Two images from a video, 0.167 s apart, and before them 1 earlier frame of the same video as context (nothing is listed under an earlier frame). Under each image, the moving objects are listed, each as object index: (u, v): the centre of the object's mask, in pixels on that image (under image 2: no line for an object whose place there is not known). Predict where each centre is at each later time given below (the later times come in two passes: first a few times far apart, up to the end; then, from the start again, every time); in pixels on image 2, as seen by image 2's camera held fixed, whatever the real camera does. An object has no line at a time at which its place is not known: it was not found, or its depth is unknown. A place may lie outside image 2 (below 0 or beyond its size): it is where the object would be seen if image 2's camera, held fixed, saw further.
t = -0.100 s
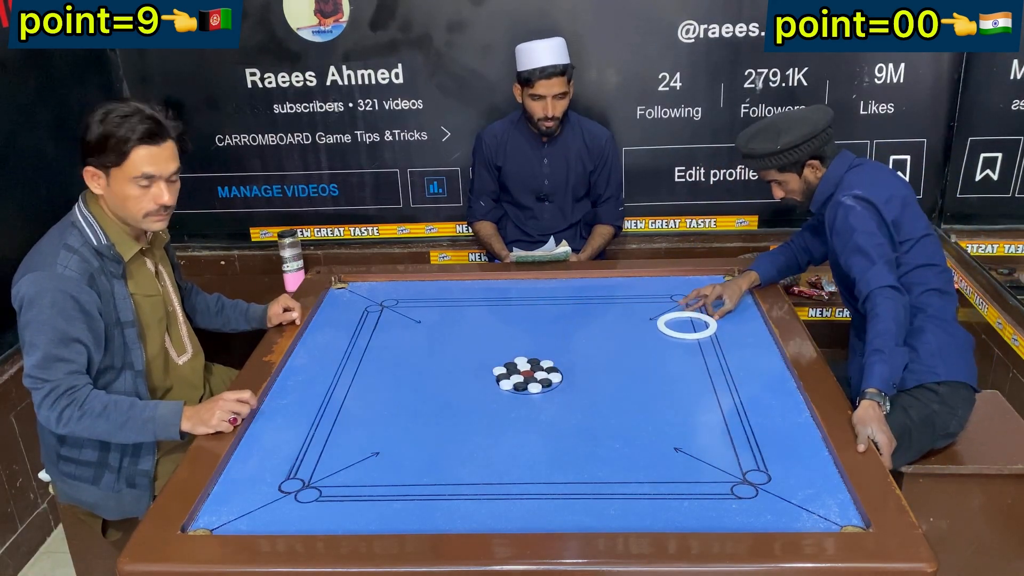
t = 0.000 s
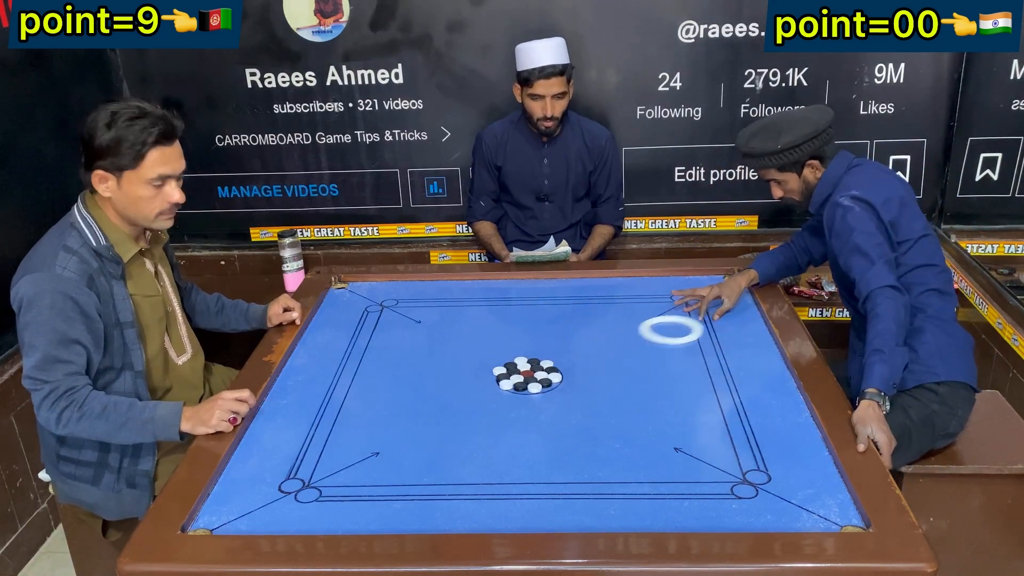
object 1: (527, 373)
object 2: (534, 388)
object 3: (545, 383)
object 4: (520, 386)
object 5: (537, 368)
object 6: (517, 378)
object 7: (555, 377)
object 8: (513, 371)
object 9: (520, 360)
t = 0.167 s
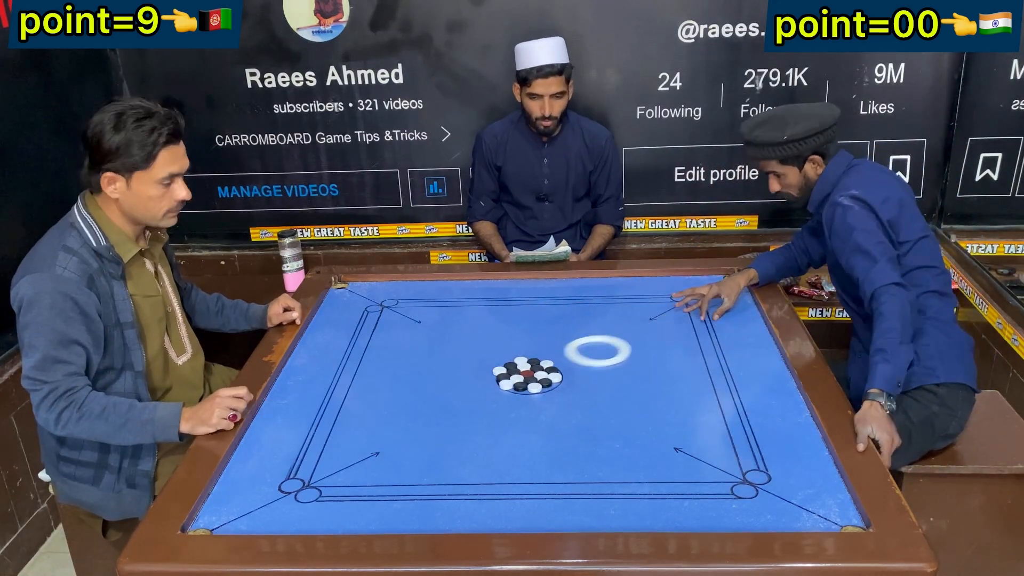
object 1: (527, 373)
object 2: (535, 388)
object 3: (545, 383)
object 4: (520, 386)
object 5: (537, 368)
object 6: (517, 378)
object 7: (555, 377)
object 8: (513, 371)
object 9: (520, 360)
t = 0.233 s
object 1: (522, 377)
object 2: (536, 390)
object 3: (546, 384)
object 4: (519, 389)
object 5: (531, 370)
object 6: (510, 382)
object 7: (556, 378)
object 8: (509, 372)
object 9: (513, 359)
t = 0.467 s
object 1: (484, 401)
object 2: (552, 416)
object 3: (562, 399)
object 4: (512, 415)
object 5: (478, 388)
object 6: (454, 419)
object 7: (564, 379)
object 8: (472, 372)
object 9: (455, 352)
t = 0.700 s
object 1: (446, 425)
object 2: (569, 441)
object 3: (576, 412)
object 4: (503, 441)
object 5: (428, 403)
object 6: (394, 457)
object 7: (570, 380)
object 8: (438, 372)
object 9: (401, 344)
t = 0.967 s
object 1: (402, 452)
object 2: (589, 469)
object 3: (591, 426)
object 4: (492, 469)
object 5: (372, 421)
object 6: (319, 501)
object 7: (574, 381)
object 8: (403, 370)
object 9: (346, 337)
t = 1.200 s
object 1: (363, 475)
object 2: (603, 490)
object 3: (601, 435)
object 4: (481, 493)
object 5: (327, 435)
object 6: (256, 532)
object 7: (575, 381)
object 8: (377, 369)
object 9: (314, 331)
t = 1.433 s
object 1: (326, 497)
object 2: (616, 508)
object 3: (608, 441)
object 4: (472, 513)
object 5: (284, 447)
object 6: (235, 513)
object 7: (575, 381)
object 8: (356, 368)
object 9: (348, 326)
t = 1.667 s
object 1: (291, 516)
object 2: (625, 519)
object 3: (608, 442)
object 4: (463, 527)
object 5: (246, 459)
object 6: (220, 493)
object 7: (575, 381)
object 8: (339, 366)
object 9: (374, 321)
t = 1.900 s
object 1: (263, 529)
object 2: (631, 525)
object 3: (608, 442)
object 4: (458, 530)
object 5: (243, 465)
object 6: (236, 477)
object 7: (575, 381)
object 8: (326, 366)
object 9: (403, 319)
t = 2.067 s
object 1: (248, 533)
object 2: (633, 526)
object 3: (608, 442)
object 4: (457, 529)
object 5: (255, 460)
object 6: (243, 476)
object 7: (575, 381)
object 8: (320, 365)
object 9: (420, 317)
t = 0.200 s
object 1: (527, 373)
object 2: (534, 388)
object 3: (545, 383)
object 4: (520, 386)
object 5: (537, 368)
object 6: (516, 378)
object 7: (555, 377)
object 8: (513, 371)
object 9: (520, 360)
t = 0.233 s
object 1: (522, 377)
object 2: (536, 390)
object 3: (546, 384)
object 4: (519, 389)
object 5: (531, 370)
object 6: (510, 382)
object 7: (556, 378)
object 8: (509, 372)
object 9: (513, 359)
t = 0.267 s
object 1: (517, 380)
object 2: (538, 394)
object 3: (549, 386)
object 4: (518, 393)
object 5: (523, 373)
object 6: (503, 388)
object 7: (557, 378)
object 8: (503, 372)
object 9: (505, 358)
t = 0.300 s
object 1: (511, 384)
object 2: (541, 397)
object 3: (551, 388)
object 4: (517, 397)
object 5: (516, 376)
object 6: (495, 393)
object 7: (558, 378)
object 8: (498, 372)
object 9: (496, 357)
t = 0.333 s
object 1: (506, 387)
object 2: (543, 401)
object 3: (553, 391)
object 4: (516, 400)
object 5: (508, 378)
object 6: (486, 399)
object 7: (560, 378)
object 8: (493, 372)
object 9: (488, 356)
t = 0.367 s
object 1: (500, 390)
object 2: (545, 405)
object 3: (555, 393)
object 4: (515, 404)
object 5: (500, 380)
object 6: (479, 403)
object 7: (561, 379)
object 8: (487, 372)
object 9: (479, 355)
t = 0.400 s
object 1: (495, 394)
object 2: (548, 409)
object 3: (557, 395)
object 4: (514, 407)
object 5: (492, 383)
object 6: (470, 409)
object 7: (562, 379)
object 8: (482, 372)
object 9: (471, 354)
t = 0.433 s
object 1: (490, 398)
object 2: (550, 412)
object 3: (559, 397)
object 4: (513, 411)
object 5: (485, 385)
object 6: (462, 414)
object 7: (563, 379)
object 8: (477, 372)
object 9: (463, 353)
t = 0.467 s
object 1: (484, 401)
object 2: (552, 416)
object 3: (562, 399)
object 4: (512, 415)
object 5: (478, 388)
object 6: (454, 419)
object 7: (564, 379)
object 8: (472, 372)
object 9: (455, 352)
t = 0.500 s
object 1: (479, 405)
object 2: (555, 419)
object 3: (564, 401)
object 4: (510, 418)
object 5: (471, 390)
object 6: (445, 424)
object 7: (565, 379)
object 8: (466, 372)
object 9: (447, 351)
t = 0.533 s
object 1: (473, 408)
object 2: (557, 423)
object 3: (566, 403)
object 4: (509, 422)
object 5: (464, 392)
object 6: (437, 430)
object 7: (566, 379)
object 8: (461, 372)
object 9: (439, 350)
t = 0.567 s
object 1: (468, 411)
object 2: (559, 426)
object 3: (568, 405)
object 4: (508, 426)
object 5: (457, 394)
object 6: (429, 435)
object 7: (567, 380)
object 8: (457, 372)
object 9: (431, 349)
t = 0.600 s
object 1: (463, 415)
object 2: (562, 430)
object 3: (570, 406)
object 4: (507, 429)
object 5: (449, 397)
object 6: (420, 440)
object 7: (568, 380)
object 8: (452, 372)
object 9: (423, 348)
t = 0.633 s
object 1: (457, 418)
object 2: (564, 434)
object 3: (572, 409)
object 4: (506, 433)
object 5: (442, 399)
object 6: (411, 446)
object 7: (569, 380)
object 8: (447, 372)
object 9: (416, 347)
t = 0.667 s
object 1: (452, 422)
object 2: (567, 437)
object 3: (574, 410)
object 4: (504, 437)
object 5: (435, 401)
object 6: (403, 451)
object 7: (570, 380)
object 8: (443, 372)
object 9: (408, 346)
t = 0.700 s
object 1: (446, 425)
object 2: (569, 441)
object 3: (576, 412)
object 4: (503, 441)
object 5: (428, 403)
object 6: (394, 457)
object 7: (570, 380)
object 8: (438, 372)
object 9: (401, 344)
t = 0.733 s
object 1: (441, 428)
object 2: (572, 445)
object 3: (578, 414)
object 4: (502, 444)
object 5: (420, 406)
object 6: (385, 462)
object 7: (571, 380)
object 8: (433, 371)
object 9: (394, 343)
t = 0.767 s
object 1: (435, 432)
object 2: (574, 448)
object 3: (580, 416)
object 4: (500, 448)
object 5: (413, 408)
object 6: (375, 468)
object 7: (572, 380)
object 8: (429, 371)
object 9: (387, 342)
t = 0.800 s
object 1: (430, 435)
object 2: (577, 452)
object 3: (582, 417)
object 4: (499, 451)
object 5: (406, 410)
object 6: (366, 473)
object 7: (572, 380)
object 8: (424, 371)
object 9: (380, 341)
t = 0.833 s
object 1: (424, 439)
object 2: (579, 455)
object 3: (583, 419)
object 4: (498, 455)
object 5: (399, 412)
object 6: (357, 479)
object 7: (573, 380)
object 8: (420, 371)
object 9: (373, 340)
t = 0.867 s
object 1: (418, 442)
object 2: (582, 459)
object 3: (585, 421)
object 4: (496, 459)
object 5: (392, 414)
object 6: (347, 485)
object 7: (573, 381)
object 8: (416, 371)
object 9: (366, 339)
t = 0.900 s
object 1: (413, 445)
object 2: (584, 462)
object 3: (587, 422)
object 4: (495, 462)
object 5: (386, 416)
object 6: (338, 490)
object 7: (573, 381)
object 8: (412, 371)
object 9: (359, 339)
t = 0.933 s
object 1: (407, 449)
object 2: (586, 465)
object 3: (589, 424)
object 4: (493, 466)
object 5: (379, 419)
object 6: (329, 496)
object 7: (574, 381)
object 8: (408, 371)
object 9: (353, 338)
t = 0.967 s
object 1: (402, 452)
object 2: (589, 469)
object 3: (591, 426)
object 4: (492, 469)
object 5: (372, 421)
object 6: (319, 501)
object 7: (574, 381)
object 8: (403, 370)
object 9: (346, 337)
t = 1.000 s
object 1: (396, 456)
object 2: (591, 472)
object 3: (592, 427)
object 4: (491, 473)
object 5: (365, 423)
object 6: (310, 507)
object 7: (574, 381)
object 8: (400, 370)
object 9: (340, 336)
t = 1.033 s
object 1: (390, 459)
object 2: (593, 475)
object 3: (594, 429)
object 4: (489, 476)
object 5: (359, 425)
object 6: (300, 512)
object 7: (575, 381)
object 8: (395, 370)
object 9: (333, 335)
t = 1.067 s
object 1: (385, 462)
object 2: (595, 478)
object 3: (595, 430)
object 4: (487, 480)
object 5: (352, 427)
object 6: (291, 518)
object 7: (575, 381)
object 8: (392, 370)
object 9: (327, 334)
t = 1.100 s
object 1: (379, 466)
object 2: (597, 481)
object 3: (597, 431)
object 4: (486, 483)
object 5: (346, 429)
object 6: (282, 523)
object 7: (575, 381)
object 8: (388, 370)
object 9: (321, 333)
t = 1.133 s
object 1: (374, 469)
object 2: (599, 484)
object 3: (598, 433)
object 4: (484, 486)
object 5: (340, 431)
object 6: (272, 527)
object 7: (575, 381)
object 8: (384, 370)
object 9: (315, 333)
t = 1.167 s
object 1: (368, 472)
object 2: (601, 487)
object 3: (599, 434)
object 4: (483, 489)
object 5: (333, 433)
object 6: (264, 531)
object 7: (575, 381)
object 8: (381, 369)
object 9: (309, 332)
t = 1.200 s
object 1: (363, 475)
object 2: (603, 490)
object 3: (601, 435)
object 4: (481, 493)
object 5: (327, 435)
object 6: (256, 532)
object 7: (575, 381)
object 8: (377, 369)
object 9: (314, 331)
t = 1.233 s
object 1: (358, 479)
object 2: (605, 493)
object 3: (602, 436)
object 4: (480, 496)
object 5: (320, 437)
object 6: (252, 530)
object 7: (575, 381)
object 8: (374, 369)
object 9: (319, 330)
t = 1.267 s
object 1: (352, 482)
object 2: (607, 496)
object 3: (603, 437)
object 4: (478, 499)
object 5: (314, 439)
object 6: (249, 528)
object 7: (575, 381)
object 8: (371, 369)
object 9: (324, 330)
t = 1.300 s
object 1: (347, 485)
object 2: (609, 498)
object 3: (605, 438)
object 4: (477, 502)
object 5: (308, 441)
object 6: (246, 525)
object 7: (575, 381)
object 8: (368, 369)
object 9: (329, 329)
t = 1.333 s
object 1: (342, 488)
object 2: (611, 501)
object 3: (606, 439)
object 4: (476, 505)
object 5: (302, 442)
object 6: (243, 522)
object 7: (575, 381)
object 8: (365, 369)
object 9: (334, 328)
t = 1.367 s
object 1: (337, 491)
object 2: (612, 503)
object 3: (607, 440)
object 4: (474, 508)
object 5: (296, 444)
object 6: (240, 519)
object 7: (575, 381)
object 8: (362, 368)
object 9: (338, 328)
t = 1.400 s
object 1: (331, 494)
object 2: (614, 506)
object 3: (608, 441)
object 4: (473, 510)
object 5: (290, 446)
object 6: (238, 516)
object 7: (575, 381)
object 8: (359, 368)
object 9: (343, 327)
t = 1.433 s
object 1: (326, 497)
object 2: (616, 508)
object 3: (608, 441)
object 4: (472, 513)
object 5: (284, 447)
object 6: (235, 513)
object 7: (575, 381)
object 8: (356, 368)
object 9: (348, 326)
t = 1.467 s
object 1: (321, 500)
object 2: (617, 510)
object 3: (608, 441)
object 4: (470, 515)
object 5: (278, 449)
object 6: (233, 510)
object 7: (575, 381)
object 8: (354, 368)
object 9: (352, 325)
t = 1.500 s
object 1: (316, 502)
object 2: (619, 512)
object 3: (608, 441)
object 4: (469, 517)
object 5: (272, 451)
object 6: (230, 507)
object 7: (575, 381)
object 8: (351, 367)
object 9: (357, 324)
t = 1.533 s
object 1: (311, 505)
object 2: (620, 514)
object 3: (608, 442)
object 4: (468, 519)
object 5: (267, 452)
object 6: (228, 504)
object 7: (575, 381)
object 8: (349, 367)
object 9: (362, 323)
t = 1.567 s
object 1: (306, 508)
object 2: (621, 515)
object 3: (608, 442)
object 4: (467, 522)
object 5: (262, 454)
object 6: (226, 501)
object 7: (575, 381)
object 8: (346, 367)
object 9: (366, 323)
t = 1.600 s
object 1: (300, 511)
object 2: (622, 517)
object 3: (608, 442)
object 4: (466, 524)
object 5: (256, 456)
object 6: (224, 499)
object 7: (575, 381)
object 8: (344, 367)
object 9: (369, 322)
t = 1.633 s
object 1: (296, 513)
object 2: (623, 518)
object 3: (608, 442)
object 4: (464, 525)
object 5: (251, 457)
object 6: (222, 496)
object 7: (575, 381)
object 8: (341, 366)
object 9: (372, 322)
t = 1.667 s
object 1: (291, 516)
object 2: (625, 519)
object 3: (608, 442)
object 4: (463, 527)
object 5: (246, 459)
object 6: (220, 493)
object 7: (575, 381)
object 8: (339, 366)
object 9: (374, 321)
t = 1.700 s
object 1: (286, 518)
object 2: (626, 520)
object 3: (608, 442)
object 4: (462, 528)
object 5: (240, 460)
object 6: (218, 491)
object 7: (575, 381)
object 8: (338, 366)
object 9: (380, 322)
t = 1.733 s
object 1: (282, 521)
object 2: (627, 522)
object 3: (608, 442)
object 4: (462, 528)
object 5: (236, 462)
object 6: (220, 488)
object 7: (575, 381)
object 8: (335, 366)
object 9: (385, 322)
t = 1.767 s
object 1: (278, 523)
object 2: (628, 523)
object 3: (608, 442)
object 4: (461, 529)
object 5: (235, 462)
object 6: (223, 486)
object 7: (575, 381)
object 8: (334, 366)
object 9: (389, 321)
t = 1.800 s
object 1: (274, 525)
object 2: (629, 524)
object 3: (608, 442)
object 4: (460, 530)
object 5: (237, 463)
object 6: (227, 483)
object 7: (575, 381)
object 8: (331, 366)
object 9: (393, 320)
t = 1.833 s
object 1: (270, 527)
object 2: (629, 524)
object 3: (608, 442)
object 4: (459, 531)
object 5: (239, 464)
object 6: (230, 481)
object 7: (575, 381)
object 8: (330, 366)
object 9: (397, 320)
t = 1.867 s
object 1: (266, 528)
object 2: (630, 525)
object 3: (608, 442)
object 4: (458, 531)
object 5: (240, 465)
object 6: (233, 479)
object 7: (575, 381)
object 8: (328, 366)
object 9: (400, 320)
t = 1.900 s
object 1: (263, 529)
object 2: (631, 525)
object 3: (608, 442)
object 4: (458, 530)
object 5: (243, 465)
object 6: (236, 477)
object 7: (575, 381)
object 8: (326, 366)
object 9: (403, 319)
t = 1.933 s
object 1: (260, 530)
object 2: (632, 526)
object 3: (608, 442)
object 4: (458, 530)
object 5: (245, 464)
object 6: (238, 475)
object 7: (575, 381)
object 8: (325, 366)
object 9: (407, 319)
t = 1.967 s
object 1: (257, 531)
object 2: (632, 526)
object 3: (608, 442)
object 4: (457, 530)
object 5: (247, 464)
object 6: (239, 476)
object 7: (575, 381)
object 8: (323, 366)
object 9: (410, 319)
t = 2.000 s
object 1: (254, 532)
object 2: (633, 526)
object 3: (608, 442)
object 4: (457, 529)
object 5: (250, 463)
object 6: (240, 476)
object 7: (575, 381)
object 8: (322, 366)
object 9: (413, 318)
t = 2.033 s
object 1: (251, 532)
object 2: (633, 526)
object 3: (608, 442)
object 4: (457, 529)
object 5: (253, 461)
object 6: (242, 476)
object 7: (575, 381)
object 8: (321, 365)
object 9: (417, 318)
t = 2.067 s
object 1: (248, 533)
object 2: (633, 526)
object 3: (608, 442)
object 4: (457, 529)
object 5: (255, 460)
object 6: (243, 476)
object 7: (575, 381)
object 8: (320, 365)
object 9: (420, 317)
